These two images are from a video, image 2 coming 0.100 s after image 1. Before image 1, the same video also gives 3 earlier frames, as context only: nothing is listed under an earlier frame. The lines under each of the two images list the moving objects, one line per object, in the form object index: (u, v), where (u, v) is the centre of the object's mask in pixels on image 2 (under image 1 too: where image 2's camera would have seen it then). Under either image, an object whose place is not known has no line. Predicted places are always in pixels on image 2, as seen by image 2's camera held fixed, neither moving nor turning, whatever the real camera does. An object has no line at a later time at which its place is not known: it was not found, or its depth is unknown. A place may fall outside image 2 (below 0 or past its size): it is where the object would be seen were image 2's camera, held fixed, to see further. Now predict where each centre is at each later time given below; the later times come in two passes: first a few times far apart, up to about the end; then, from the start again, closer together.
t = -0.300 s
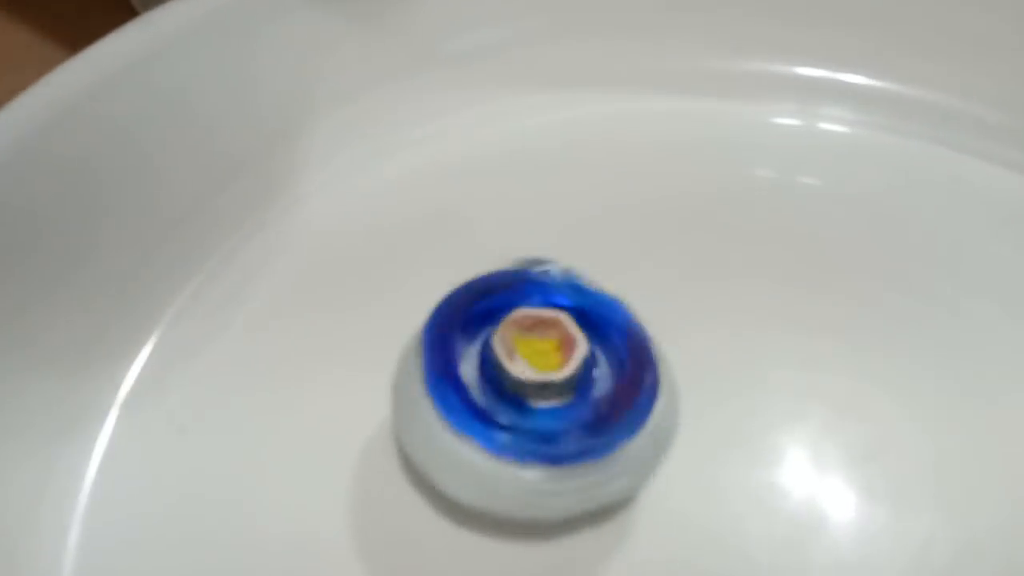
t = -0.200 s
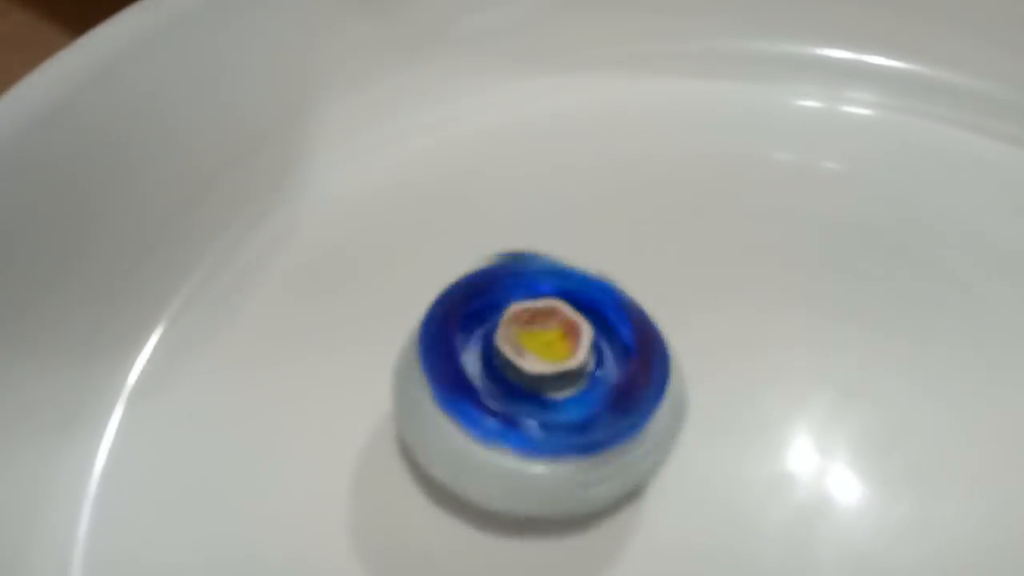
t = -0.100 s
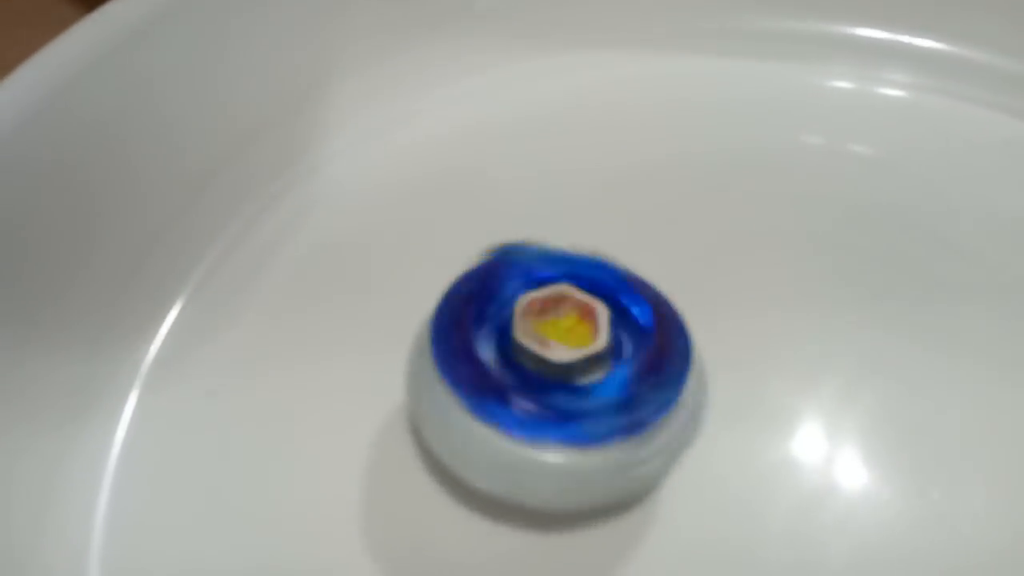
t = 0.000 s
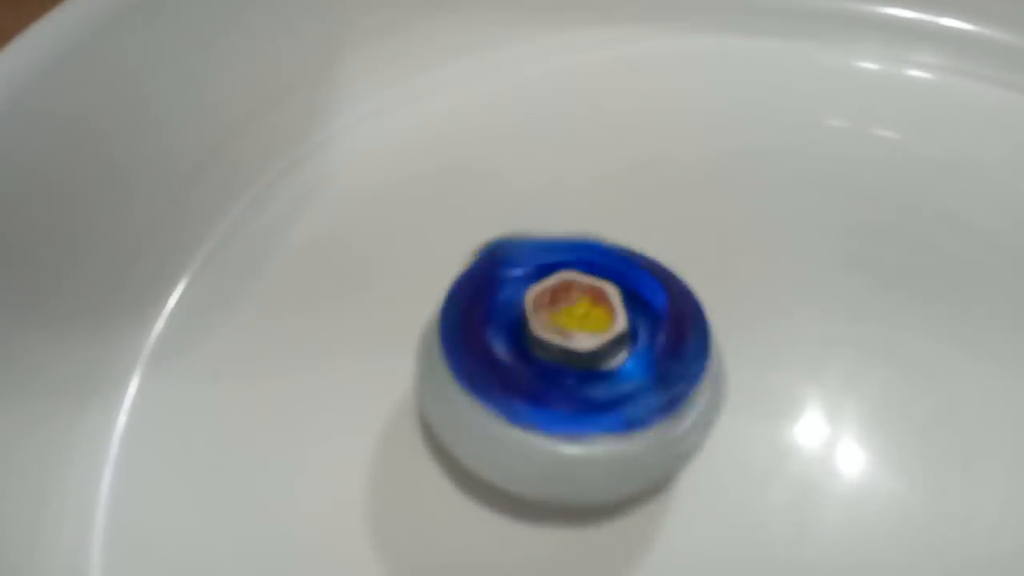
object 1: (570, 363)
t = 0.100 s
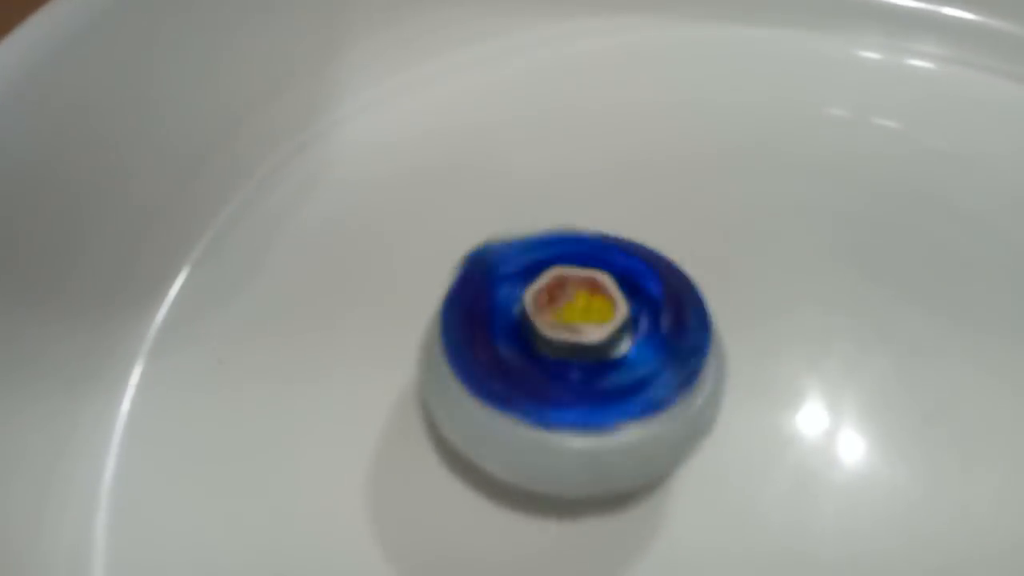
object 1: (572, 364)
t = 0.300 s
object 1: (574, 360)
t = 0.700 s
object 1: (550, 338)
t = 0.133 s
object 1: (573, 363)
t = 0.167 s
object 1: (577, 359)
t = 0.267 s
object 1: (577, 357)
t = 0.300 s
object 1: (574, 360)
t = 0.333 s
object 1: (574, 359)
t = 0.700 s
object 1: (550, 338)
